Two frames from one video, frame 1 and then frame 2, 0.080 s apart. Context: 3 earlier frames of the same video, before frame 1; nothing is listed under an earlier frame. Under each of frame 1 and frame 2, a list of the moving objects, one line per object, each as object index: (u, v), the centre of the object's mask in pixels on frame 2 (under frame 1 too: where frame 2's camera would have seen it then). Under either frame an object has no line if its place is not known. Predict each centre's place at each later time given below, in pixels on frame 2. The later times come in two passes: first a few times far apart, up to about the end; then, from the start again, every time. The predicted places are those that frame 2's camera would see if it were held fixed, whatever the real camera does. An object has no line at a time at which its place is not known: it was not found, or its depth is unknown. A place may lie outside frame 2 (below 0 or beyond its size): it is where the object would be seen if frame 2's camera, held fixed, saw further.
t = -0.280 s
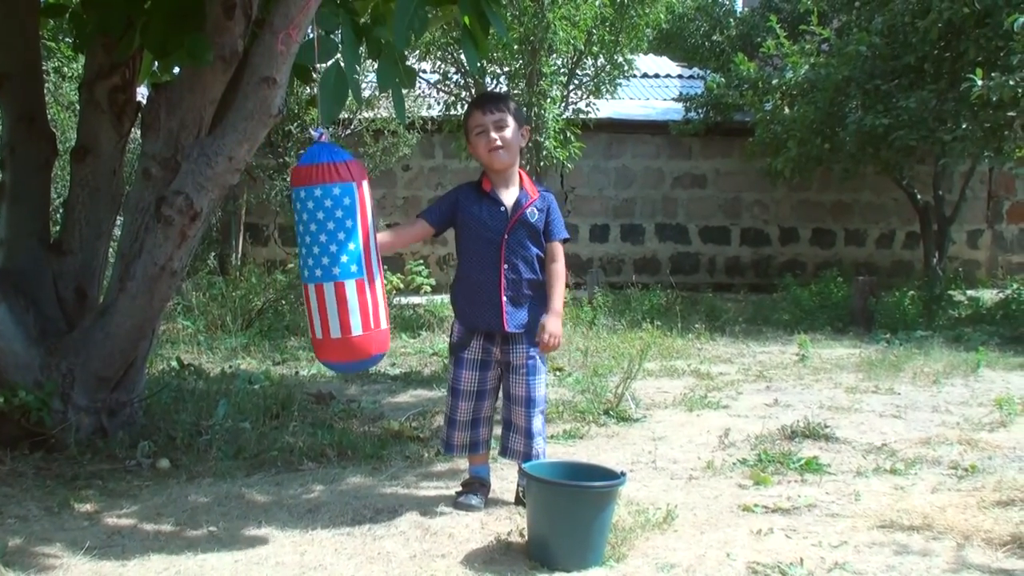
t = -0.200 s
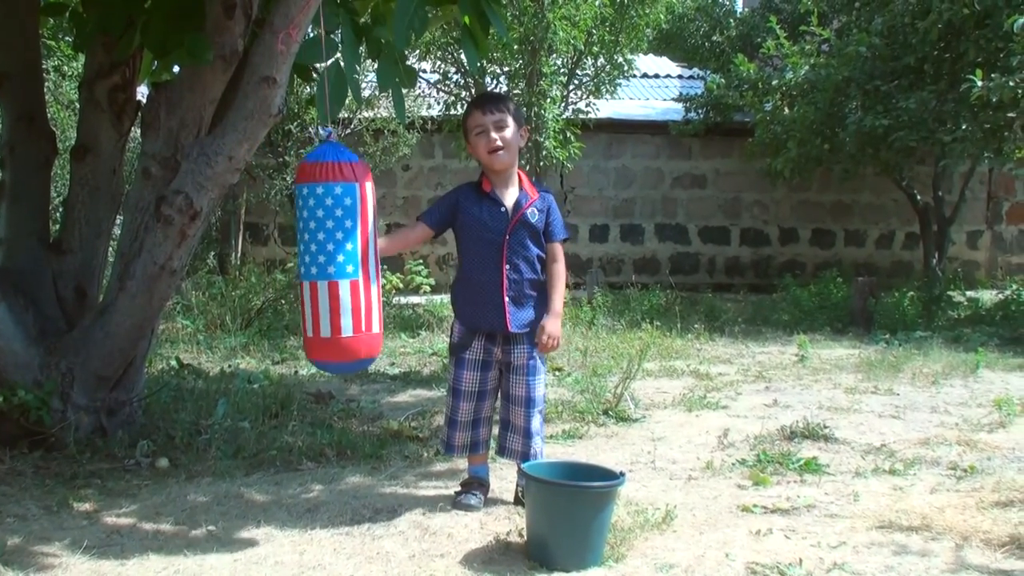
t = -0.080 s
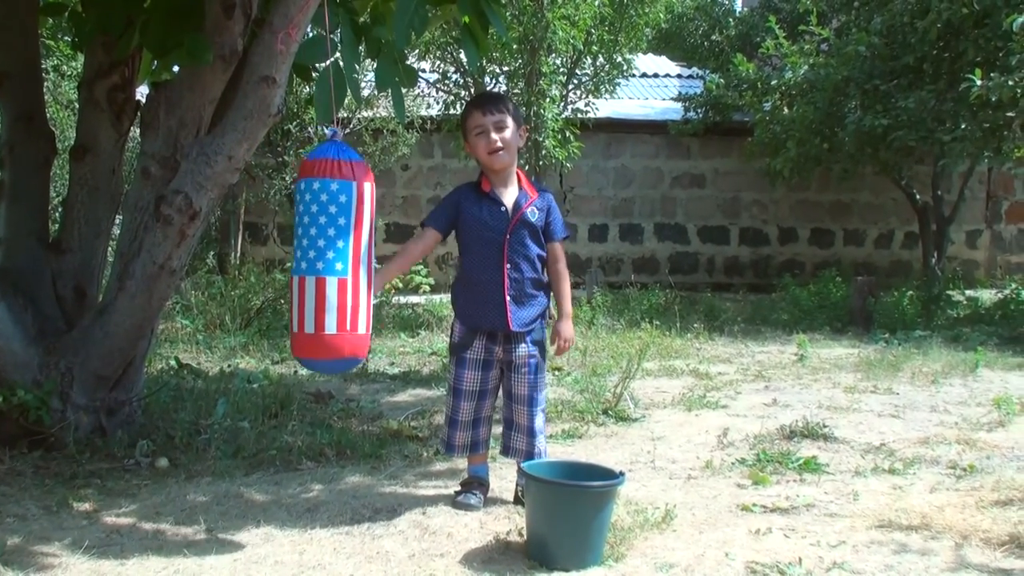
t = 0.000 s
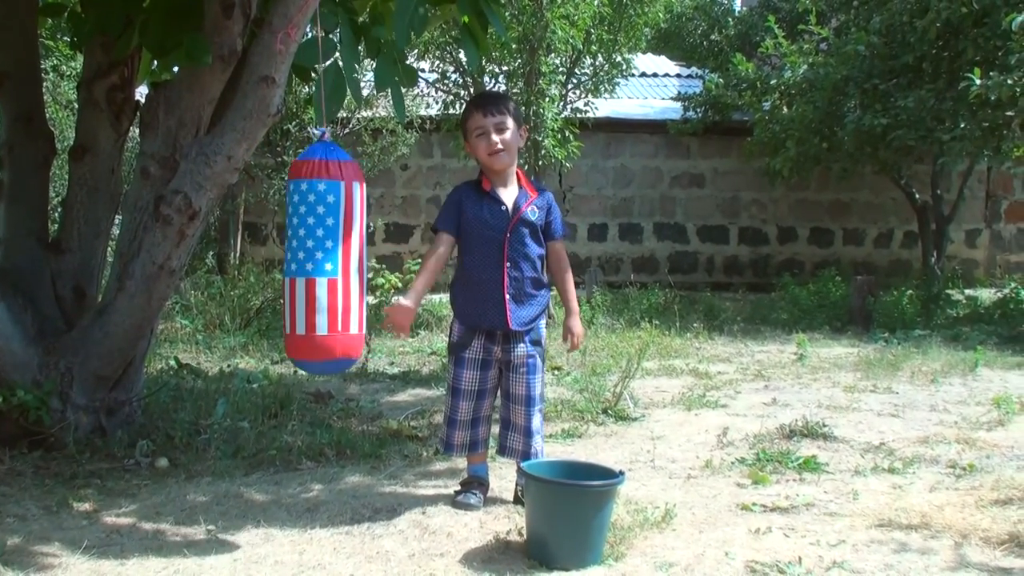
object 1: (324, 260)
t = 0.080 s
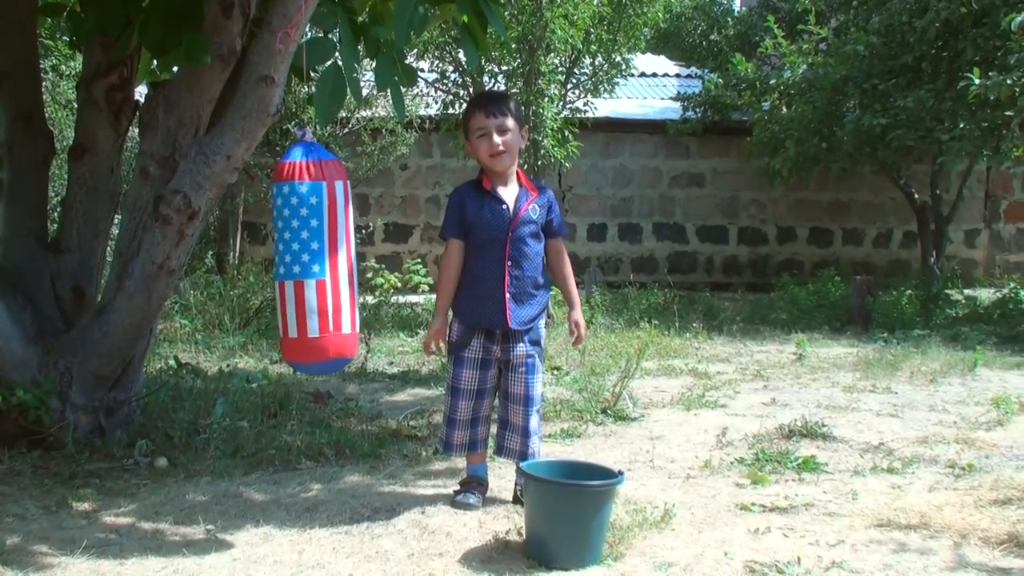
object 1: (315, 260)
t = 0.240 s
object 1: (291, 259)
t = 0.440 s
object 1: (264, 259)
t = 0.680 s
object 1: (232, 254)
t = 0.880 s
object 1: (221, 252)
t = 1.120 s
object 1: (224, 251)
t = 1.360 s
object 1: (244, 253)
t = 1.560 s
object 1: (270, 255)
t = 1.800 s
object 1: (299, 256)
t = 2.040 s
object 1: (323, 258)
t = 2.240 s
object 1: (327, 257)
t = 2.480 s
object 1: (319, 259)
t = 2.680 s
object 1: (298, 259)
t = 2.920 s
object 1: (267, 259)
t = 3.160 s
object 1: (240, 257)
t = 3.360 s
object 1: (226, 254)
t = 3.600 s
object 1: (228, 252)
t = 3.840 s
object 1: (242, 252)
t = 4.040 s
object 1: (265, 254)
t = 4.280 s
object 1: (290, 256)
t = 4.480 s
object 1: (308, 258)
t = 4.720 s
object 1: (316, 258)
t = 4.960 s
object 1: (309, 260)
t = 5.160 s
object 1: (293, 260)
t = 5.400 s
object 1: (268, 259)
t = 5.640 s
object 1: (248, 258)
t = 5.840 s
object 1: (236, 256)
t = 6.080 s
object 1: (237, 255)
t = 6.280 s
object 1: (247, 254)
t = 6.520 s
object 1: (267, 255)
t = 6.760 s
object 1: (289, 256)
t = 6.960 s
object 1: (303, 257)
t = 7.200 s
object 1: (311, 258)
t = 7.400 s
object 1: (306, 259)
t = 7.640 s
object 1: (292, 260)
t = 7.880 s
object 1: (270, 259)
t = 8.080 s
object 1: (254, 258)
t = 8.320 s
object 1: (240, 256)
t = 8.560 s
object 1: (240, 255)
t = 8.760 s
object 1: (248, 255)
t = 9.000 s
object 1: (267, 255)
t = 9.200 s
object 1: (285, 256)
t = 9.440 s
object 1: (303, 257)
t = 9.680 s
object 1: (312, 257)
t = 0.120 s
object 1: (309, 259)
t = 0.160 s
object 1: (303, 258)
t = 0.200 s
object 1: (297, 258)
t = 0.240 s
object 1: (291, 259)
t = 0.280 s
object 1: (285, 259)
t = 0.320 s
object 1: (280, 259)
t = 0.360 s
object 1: (275, 259)
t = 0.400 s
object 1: (269, 259)
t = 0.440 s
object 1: (264, 259)
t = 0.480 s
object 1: (258, 258)
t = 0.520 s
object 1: (252, 258)
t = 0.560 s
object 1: (247, 258)
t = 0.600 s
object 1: (241, 257)
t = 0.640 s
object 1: (237, 255)
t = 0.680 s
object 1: (232, 254)
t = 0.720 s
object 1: (229, 253)
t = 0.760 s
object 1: (226, 253)
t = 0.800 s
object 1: (224, 253)
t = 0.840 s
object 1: (222, 252)
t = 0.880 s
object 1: (221, 252)
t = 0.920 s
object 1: (221, 252)
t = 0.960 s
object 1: (221, 251)
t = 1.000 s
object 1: (221, 251)
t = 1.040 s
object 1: (222, 251)
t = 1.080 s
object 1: (222, 251)
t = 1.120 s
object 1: (224, 251)
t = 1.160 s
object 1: (225, 250)
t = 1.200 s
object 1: (228, 250)
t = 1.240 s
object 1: (231, 251)
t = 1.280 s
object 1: (235, 251)
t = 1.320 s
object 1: (239, 252)
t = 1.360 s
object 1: (244, 253)
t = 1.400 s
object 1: (249, 253)
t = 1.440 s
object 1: (255, 253)
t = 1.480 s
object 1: (260, 254)
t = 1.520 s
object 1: (265, 255)
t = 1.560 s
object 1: (270, 255)
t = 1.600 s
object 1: (274, 255)
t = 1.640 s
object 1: (279, 255)
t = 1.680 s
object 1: (284, 255)
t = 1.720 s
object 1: (289, 255)
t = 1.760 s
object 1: (294, 255)
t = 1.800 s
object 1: (299, 256)
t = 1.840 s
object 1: (304, 257)
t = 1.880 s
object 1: (309, 258)
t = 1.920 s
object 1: (313, 258)
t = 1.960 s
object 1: (317, 258)
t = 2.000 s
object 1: (320, 258)
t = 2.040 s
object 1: (323, 258)
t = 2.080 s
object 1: (325, 258)
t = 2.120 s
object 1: (326, 259)
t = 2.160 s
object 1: (327, 258)
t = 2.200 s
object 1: (327, 257)
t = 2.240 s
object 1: (327, 257)
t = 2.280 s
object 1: (327, 258)
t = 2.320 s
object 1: (326, 258)
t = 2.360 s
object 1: (325, 259)
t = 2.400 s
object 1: (324, 259)
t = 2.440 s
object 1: (322, 259)
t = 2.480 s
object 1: (319, 259)
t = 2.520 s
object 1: (316, 259)
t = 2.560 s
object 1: (312, 260)
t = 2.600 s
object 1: (308, 259)
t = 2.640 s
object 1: (303, 260)
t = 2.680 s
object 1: (298, 259)
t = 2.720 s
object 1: (292, 259)
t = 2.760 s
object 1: (287, 258)
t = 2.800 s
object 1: (282, 259)
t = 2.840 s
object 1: (277, 259)
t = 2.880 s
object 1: (272, 259)
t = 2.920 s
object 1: (267, 259)
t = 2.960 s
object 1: (263, 259)
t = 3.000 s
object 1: (258, 258)
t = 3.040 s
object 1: (253, 258)
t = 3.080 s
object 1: (248, 258)
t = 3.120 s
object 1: (244, 258)
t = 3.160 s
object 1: (240, 257)
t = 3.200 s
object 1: (236, 256)
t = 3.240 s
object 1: (232, 255)
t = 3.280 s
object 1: (230, 254)
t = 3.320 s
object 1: (228, 254)
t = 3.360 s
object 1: (226, 254)
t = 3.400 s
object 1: (226, 254)
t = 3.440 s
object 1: (225, 254)
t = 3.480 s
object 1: (226, 253)
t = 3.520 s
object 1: (226, 253)
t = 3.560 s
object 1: (227, 252)
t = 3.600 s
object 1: (228, 252)
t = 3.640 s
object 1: (229, 252)
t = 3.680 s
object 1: (231, 251)
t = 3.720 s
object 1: (233, 251)
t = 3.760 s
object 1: (236, 251)
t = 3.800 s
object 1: (239, 252)
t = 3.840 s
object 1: (242, 252)
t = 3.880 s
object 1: (246, 252)
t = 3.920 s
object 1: (251, 253)
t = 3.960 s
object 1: (255, 254)
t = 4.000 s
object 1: (260, 254)
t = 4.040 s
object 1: (265, 254)
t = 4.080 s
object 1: (269, 254)
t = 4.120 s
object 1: (273, 255)
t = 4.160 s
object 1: (278, 255)
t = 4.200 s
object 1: (282, 255)
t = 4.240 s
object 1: (286, 255)
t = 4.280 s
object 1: (290, 256)
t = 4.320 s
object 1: (294, 256)
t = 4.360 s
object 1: (298, 257)
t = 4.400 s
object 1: (302, 257)
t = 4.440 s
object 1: (305, 257)
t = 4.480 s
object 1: (308, 258)
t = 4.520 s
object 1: (311, 258)
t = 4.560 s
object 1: (313, 257)
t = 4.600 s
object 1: (314, 258)
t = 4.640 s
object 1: (316, 259)
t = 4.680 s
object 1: (316, 259)
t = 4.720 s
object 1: (316, 258)
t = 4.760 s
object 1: (316, 258)
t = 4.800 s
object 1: (315, 259)
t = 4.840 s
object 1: (314, 258)
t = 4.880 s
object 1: (313, 259)
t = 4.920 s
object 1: (311, 259)
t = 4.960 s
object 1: (309, 260)
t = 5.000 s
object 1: (307, 260)
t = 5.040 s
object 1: (304, 259)
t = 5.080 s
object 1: (301, 259)
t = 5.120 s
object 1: (297, 260)
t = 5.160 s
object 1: (293, 260)
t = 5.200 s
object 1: (289, 260)
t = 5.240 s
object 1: (285, 259)
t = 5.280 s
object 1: (280, 259)
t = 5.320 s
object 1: (276, 259)
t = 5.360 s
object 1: (272, 258)
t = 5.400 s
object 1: (268, 259)
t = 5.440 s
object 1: (264, 259)
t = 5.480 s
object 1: (261, 259)
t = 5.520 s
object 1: (257, 259)
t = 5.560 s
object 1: (254, 258)
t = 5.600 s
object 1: (251, 258)
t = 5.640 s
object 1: (248, 258)
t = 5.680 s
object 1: (245, 258)
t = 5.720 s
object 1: (242, 257)
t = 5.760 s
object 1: (240, 257)
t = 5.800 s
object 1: (238, 256)
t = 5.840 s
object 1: (236, 256)
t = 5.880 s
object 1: (235, 255)
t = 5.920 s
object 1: (235, 255)
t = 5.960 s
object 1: (235, 255)
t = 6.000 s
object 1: (235, 255)
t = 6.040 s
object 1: (236, 254)
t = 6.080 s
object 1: (237, 255)
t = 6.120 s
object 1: (239, 254)
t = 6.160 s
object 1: (240, 255)
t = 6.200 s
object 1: (242, 254)
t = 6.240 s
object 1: (244, 253)
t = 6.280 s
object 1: (247, 254)
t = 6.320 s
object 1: (249, 253)
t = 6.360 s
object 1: (252, 254)
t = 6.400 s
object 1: (256, 255)
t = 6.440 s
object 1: (259, 254)
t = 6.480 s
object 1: (263, 255)
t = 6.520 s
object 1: (267, 255)
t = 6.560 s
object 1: (271, 255)
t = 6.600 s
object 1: (275, 255)
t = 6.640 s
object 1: (278, 255)
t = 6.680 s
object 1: (282, 256)
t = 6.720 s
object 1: (285, 256)
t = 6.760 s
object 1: (289, 256)
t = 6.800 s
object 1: (291, 256)
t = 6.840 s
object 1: (294, 256)
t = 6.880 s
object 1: (298, 256)
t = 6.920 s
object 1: (300, 257)
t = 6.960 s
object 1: (303, 257)
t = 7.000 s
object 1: (305, 257)
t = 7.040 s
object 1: (307, 258)
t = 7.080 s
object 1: (309, 258)
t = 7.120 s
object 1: (310, 258)
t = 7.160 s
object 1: (311, 258)
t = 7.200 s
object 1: (311, 258)
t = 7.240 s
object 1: (311, 258)
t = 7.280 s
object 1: (310, 258)
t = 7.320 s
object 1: (309, 258)
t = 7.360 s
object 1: (308, 259)
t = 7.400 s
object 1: (306, 259)
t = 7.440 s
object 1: (305, 259)
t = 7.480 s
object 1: (303, 259)
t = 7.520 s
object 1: (301, 259)
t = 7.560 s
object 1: (298, 260)
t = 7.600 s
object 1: (296, 259)
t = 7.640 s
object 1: (292, 260)
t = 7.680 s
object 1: (289, 260)
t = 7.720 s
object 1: (285, 259)
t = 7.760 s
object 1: (281, 259)
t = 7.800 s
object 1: (278, 259)
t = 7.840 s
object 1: (274, 259)
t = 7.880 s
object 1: (270, 259)
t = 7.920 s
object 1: (266, 258)
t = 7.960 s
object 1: (263, 258)
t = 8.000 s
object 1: (260, 258)
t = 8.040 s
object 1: (257, 258)
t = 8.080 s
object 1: (254, 258)
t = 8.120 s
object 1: (251, 258)
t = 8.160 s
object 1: (249, 257)
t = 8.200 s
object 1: (246, 257)
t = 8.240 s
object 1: (244, 257)
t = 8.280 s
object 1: (242, 256)
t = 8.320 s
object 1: (240, 256)
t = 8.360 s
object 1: (239, 256)
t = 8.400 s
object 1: (238, 255)
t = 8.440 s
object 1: (238, 255)
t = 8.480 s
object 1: (238, 255)
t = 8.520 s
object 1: (239, 255)
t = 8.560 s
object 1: (240, 255)
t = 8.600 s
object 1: (241, 255)
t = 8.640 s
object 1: (243, 255)
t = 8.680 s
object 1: (244, 255)
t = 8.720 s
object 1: (246, 255)
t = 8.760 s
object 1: (248, 255)
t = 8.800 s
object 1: (251, 254)
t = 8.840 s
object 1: (254, 254)
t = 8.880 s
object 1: (257, 254)
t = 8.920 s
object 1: (260, 255)
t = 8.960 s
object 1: (263, 255)
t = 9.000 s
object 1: (267, 255)
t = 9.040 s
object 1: (270, 255)
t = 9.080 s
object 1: (274, 256)
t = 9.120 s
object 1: (278, 256)
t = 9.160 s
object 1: (282, 255)
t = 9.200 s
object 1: (285, 256)
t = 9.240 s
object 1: (288, 256)
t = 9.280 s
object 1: (292, 256)
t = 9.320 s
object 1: (295, 256)
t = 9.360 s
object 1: (297, 256)
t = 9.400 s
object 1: (300, 256)
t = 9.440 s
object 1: (303, 257)
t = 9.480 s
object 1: (305, 256)
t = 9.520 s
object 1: (307, 257)
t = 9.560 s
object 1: (309, 257)
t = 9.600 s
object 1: (311, 257)
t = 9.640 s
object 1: (312, 257)
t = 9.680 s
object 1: (312, 257)
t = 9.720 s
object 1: (313, 258)
